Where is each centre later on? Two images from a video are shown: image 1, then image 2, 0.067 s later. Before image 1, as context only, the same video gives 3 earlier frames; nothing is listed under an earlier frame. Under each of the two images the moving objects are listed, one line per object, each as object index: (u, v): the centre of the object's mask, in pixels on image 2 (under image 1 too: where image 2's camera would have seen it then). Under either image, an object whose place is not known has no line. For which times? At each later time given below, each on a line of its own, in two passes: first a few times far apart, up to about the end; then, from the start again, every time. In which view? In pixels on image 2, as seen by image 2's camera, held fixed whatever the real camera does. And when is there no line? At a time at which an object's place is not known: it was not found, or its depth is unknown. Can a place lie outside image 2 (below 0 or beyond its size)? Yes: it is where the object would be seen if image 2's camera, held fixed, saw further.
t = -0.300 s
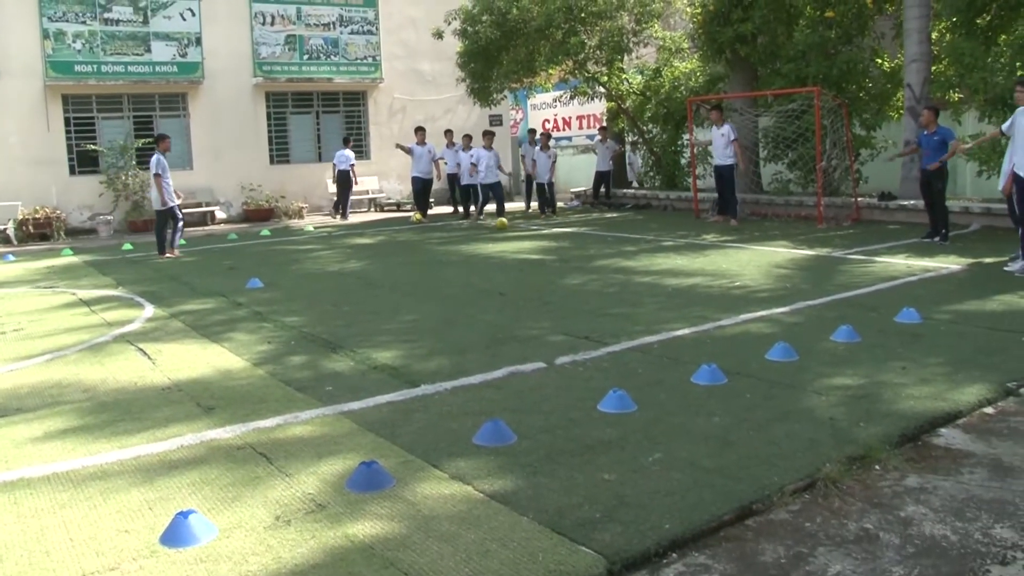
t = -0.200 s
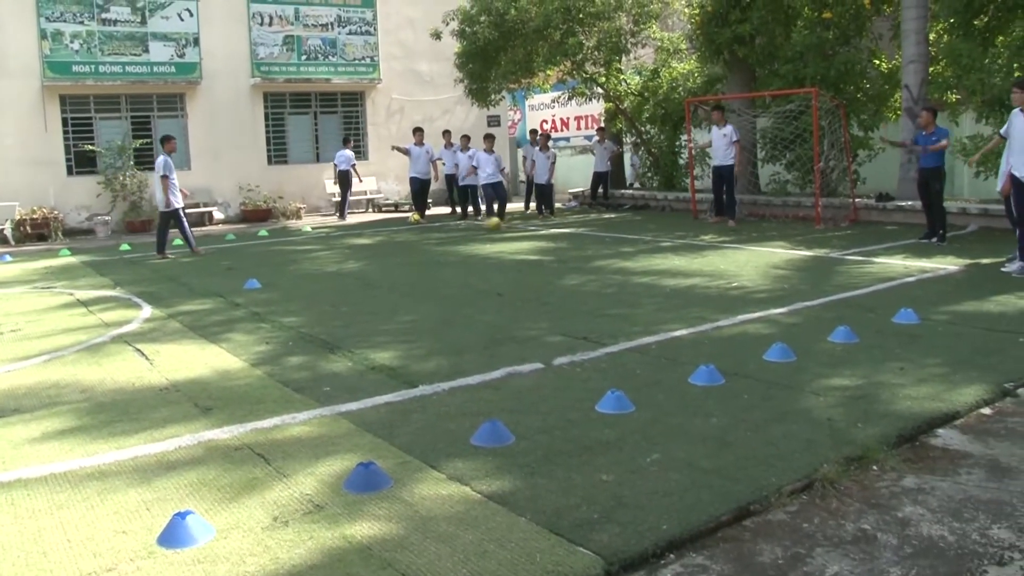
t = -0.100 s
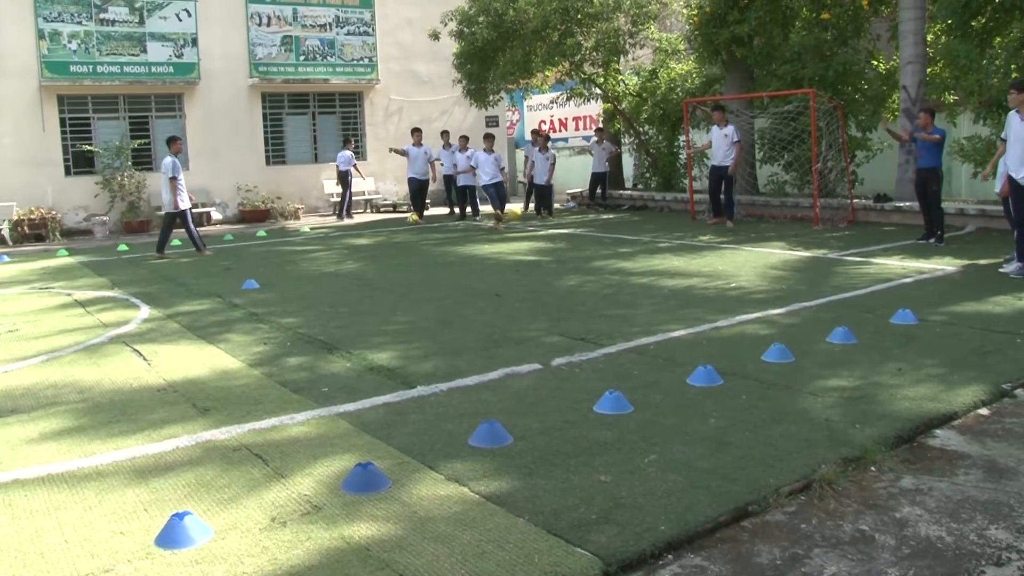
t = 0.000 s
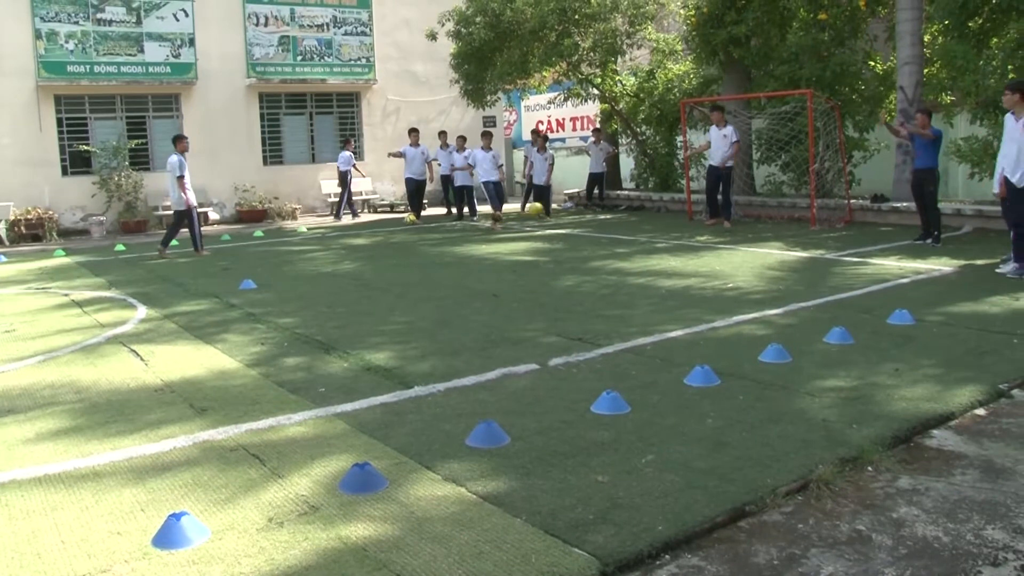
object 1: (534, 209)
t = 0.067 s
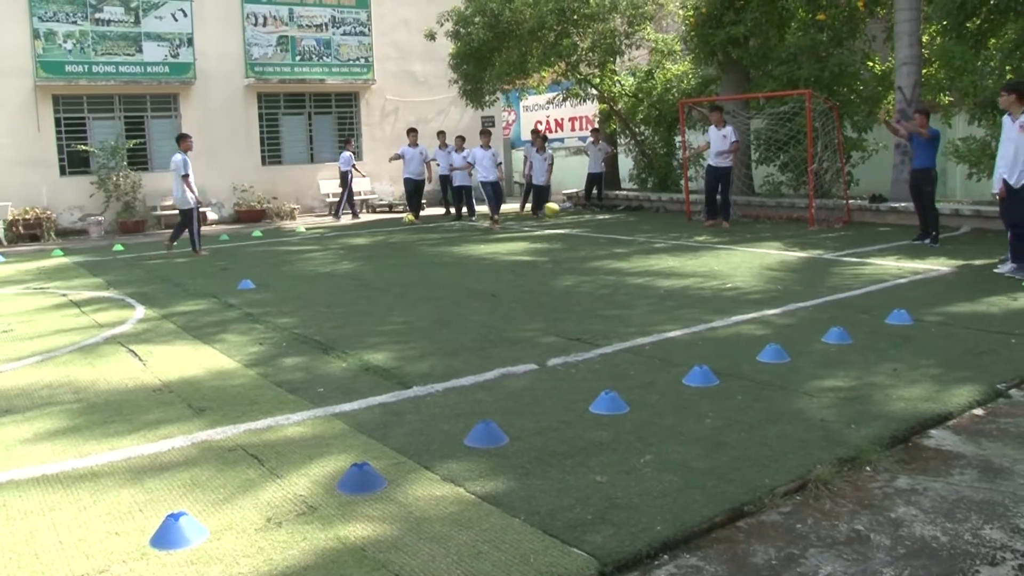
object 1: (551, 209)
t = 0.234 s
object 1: (599, 226)
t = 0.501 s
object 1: (664, 236)
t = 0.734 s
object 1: (720, 253)
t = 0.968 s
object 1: (782, 266)
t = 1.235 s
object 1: (868, 277)
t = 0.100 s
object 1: (559, 211)
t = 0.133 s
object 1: (569, 213)
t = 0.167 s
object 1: (578, 216)
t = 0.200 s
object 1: (589, 221)
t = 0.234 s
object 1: (599, 226)
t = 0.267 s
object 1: (610, 232)
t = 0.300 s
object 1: (621, 240)
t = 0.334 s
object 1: (628, 240)
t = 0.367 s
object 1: (635, 237)
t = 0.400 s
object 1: (642, 235)
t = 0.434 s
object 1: (649, 234)
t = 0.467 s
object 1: (657, 234)
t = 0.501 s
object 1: (664, 236)
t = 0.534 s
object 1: (672, 238)
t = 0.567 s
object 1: (680, 241)
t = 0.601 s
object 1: (688, 246)
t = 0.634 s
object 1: (696, 251)
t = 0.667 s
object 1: (704, 254)
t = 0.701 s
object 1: (712, 253)
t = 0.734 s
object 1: (720, 253)
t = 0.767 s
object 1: (728, 253)
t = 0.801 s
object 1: (737, 255)
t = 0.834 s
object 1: (746, 258)
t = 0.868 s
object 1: (754, 263)
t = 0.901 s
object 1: (764, 264)
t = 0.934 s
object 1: (773, 264)
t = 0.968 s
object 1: (782, 266)
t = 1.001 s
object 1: (794, 269)
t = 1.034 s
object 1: (803, 270)
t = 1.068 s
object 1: (813, 272)
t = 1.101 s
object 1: (823, 274)
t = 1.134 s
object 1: (834, 275)
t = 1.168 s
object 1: (845, 277)
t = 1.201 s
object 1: (857, 279)
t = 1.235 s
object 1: (868, 277)
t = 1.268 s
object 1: (880, 277)
